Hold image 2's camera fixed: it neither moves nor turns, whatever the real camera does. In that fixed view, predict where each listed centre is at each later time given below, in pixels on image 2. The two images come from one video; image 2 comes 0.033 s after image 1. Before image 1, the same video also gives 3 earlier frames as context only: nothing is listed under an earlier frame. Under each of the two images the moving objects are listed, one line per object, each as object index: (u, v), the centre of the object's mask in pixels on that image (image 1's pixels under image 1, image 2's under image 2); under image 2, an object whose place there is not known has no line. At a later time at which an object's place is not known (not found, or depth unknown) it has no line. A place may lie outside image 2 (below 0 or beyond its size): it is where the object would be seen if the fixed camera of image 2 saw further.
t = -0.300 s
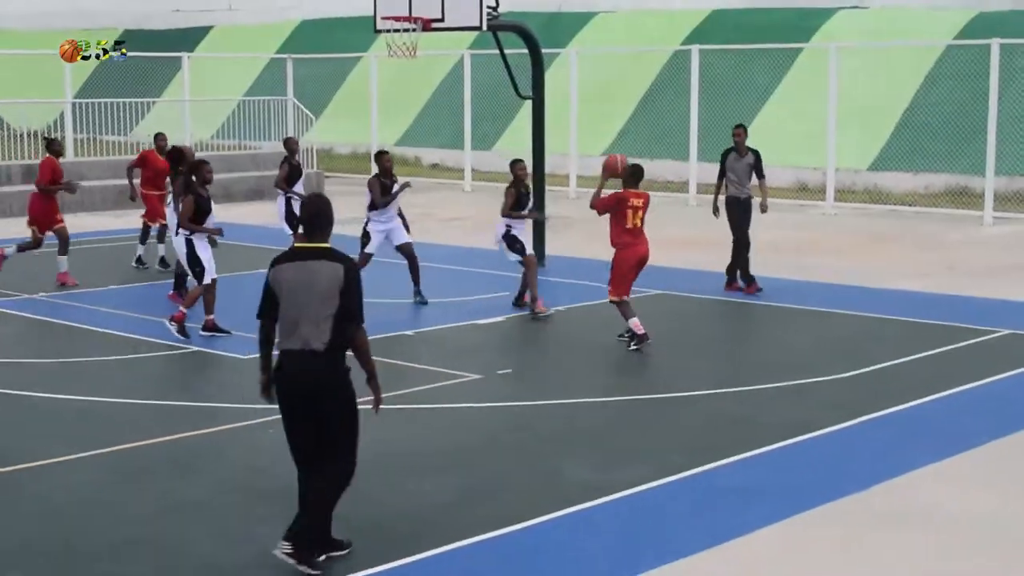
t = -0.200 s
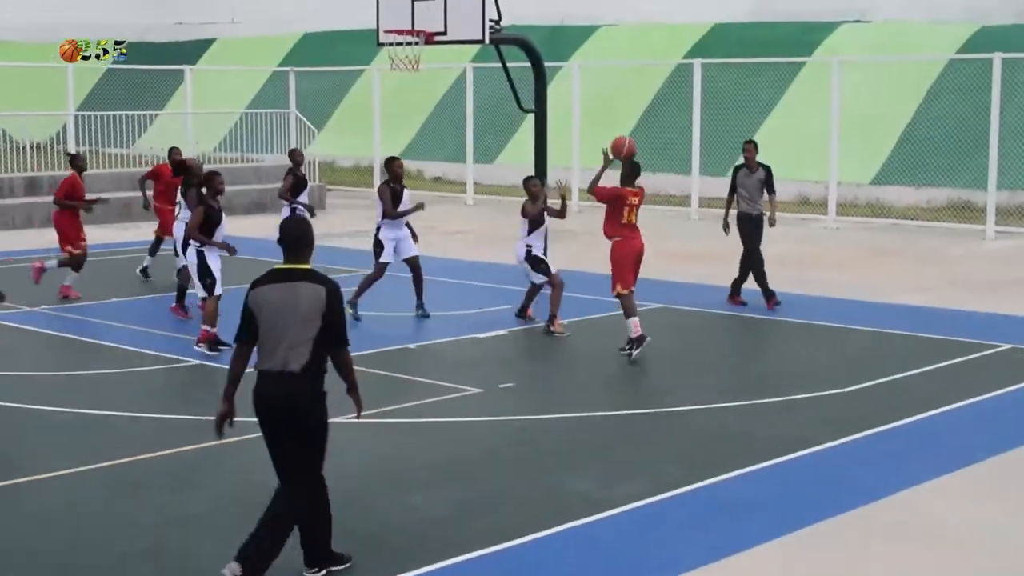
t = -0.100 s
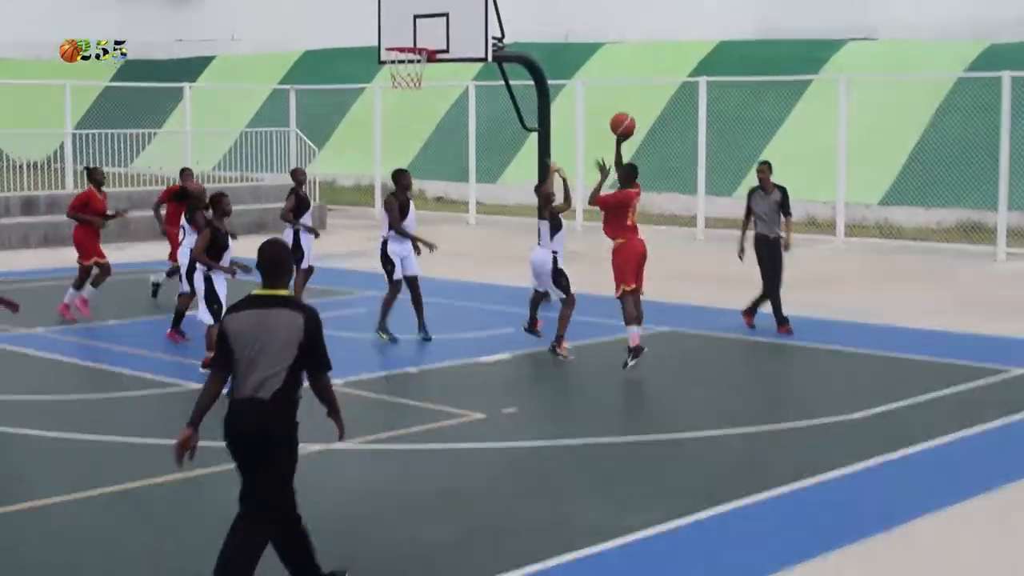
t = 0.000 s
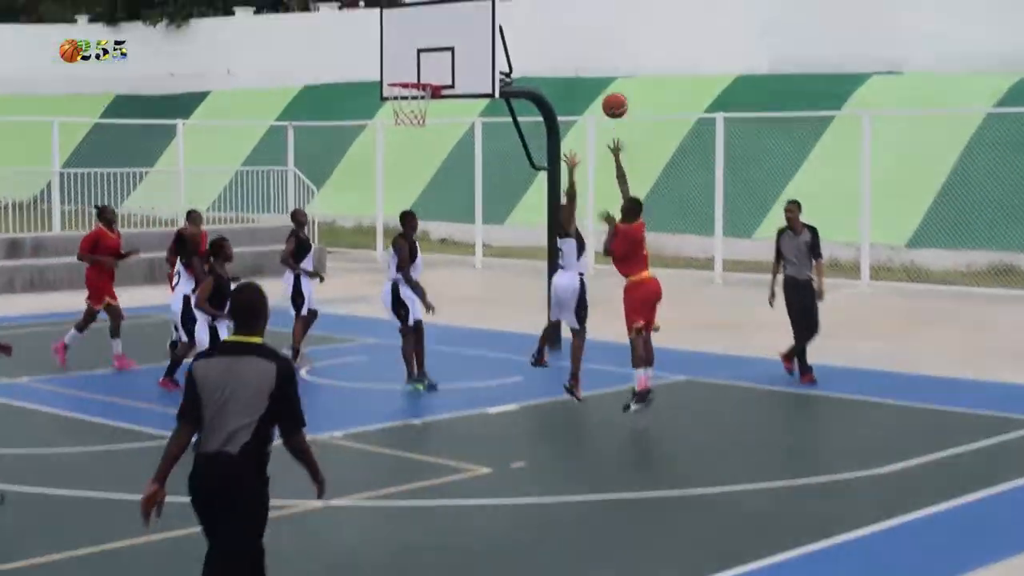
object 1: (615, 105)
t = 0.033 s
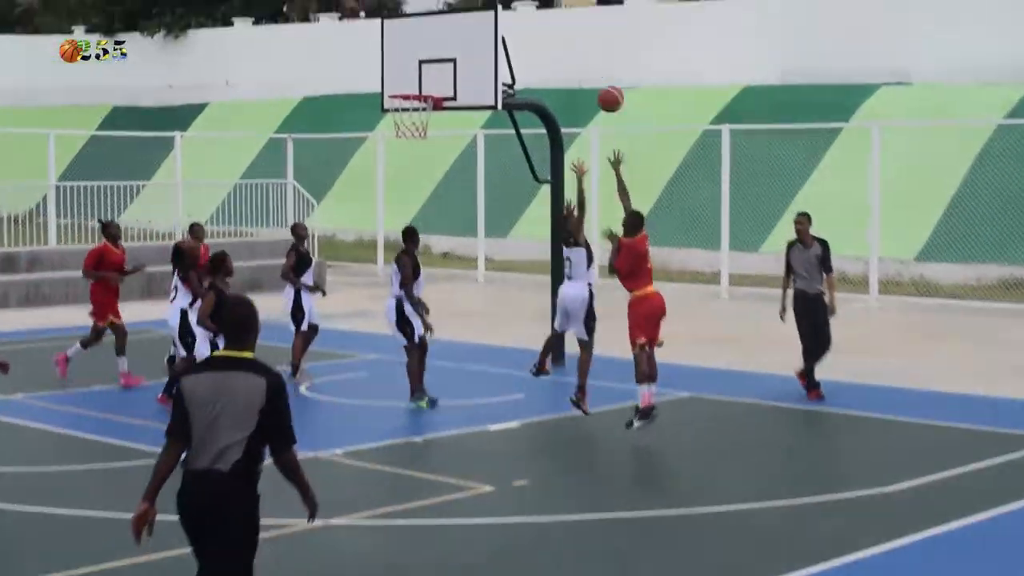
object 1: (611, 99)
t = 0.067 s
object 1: (600, 85)
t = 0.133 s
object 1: (582, 61)
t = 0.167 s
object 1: (573, 48)
